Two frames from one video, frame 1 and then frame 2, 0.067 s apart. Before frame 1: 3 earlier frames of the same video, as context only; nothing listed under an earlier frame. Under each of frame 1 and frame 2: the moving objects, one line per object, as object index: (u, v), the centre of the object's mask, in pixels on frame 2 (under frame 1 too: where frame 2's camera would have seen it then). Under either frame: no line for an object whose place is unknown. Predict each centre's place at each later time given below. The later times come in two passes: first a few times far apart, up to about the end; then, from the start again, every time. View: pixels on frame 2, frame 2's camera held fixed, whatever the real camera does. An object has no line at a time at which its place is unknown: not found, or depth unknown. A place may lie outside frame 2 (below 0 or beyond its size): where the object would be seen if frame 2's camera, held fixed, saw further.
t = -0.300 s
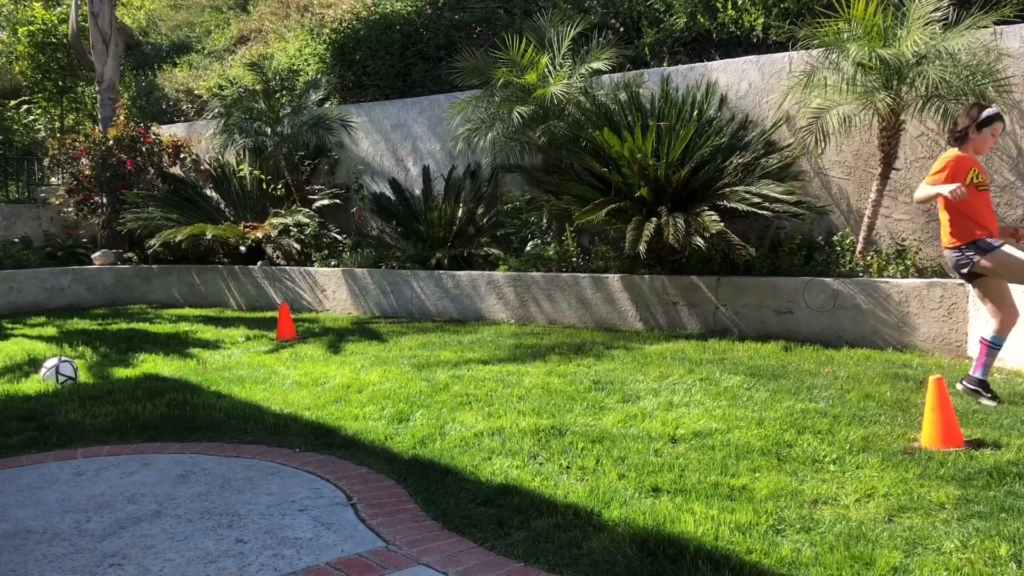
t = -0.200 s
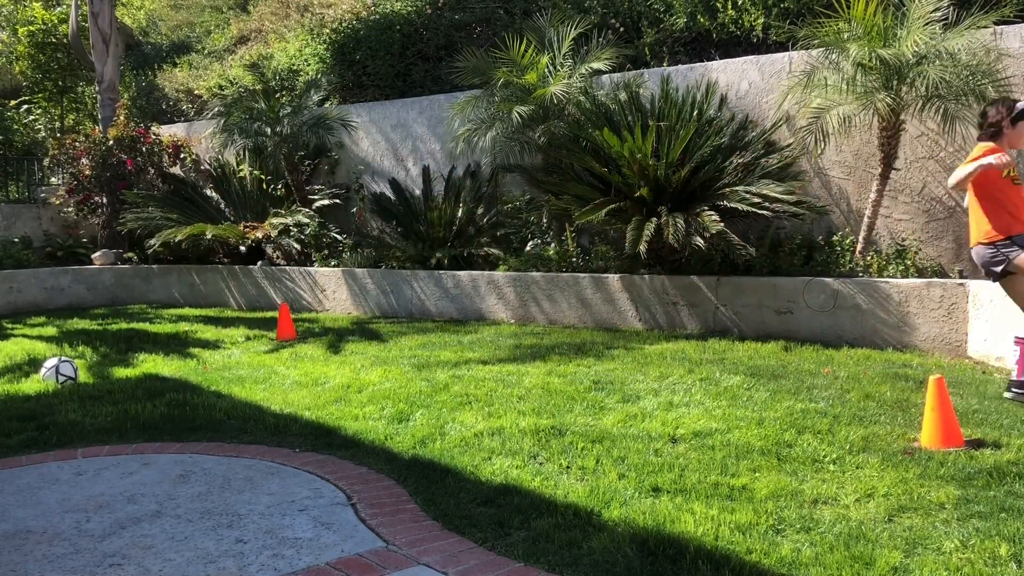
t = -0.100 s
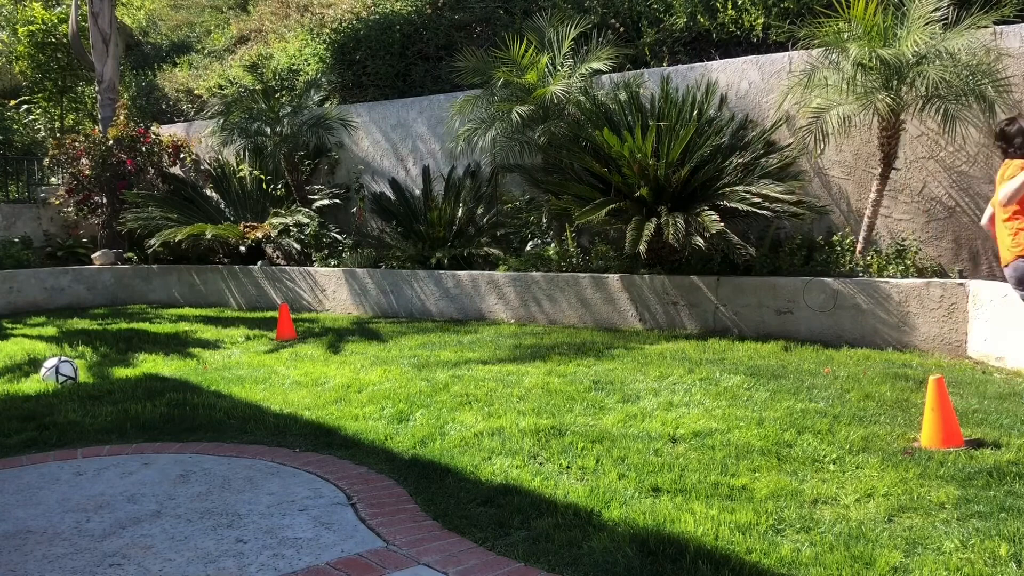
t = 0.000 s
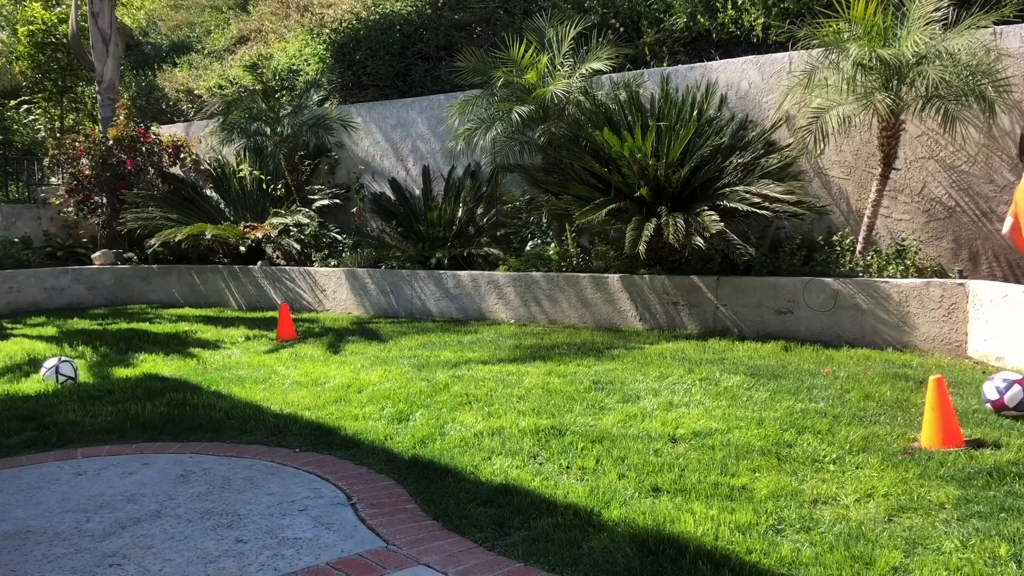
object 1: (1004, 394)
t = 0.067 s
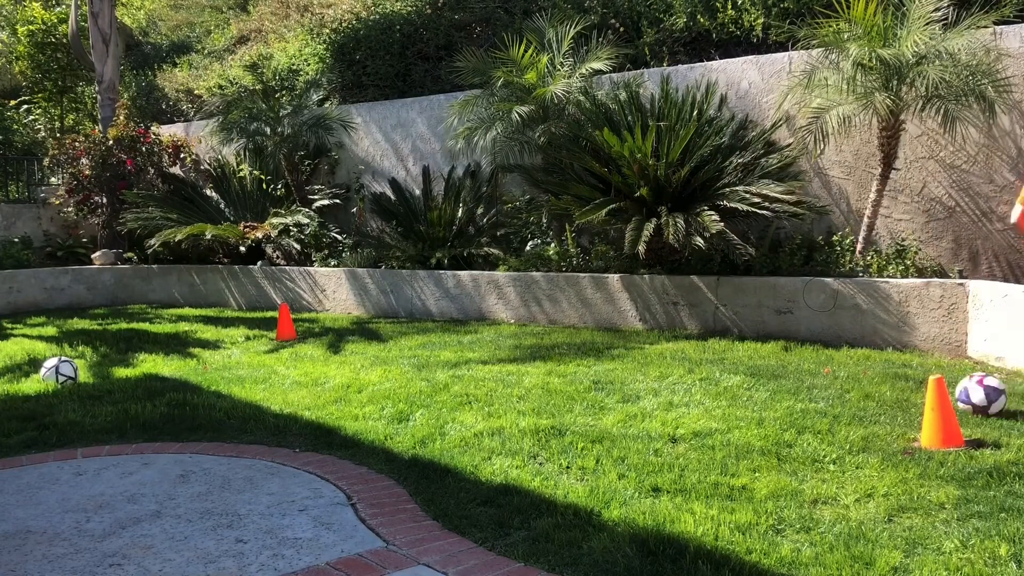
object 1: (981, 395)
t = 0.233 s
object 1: (914, 391)
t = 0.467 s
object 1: (855, 387)
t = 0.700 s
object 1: (804, 385)
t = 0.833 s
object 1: (782, 384)
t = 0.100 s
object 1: (970, 393)
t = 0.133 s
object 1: (963, 391)
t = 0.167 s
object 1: (950, 388)
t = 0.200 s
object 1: (928, 388)
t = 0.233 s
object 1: (914, 391)
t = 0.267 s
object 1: (908, 392)
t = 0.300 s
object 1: (900, 393)
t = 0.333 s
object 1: (890, 394)
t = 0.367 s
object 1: (880, 392)
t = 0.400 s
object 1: (871, 390)
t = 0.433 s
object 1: (863, 388)
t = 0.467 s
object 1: (855, 387)
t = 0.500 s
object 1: (847, 387)
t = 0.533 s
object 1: (838, 387)
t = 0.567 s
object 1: (831, 388)
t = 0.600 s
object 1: (824, 387)
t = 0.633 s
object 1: (817, 387)
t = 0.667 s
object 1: (811, 386)
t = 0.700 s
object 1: (804, 385)
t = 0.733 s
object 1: (798, 384)
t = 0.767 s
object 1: (793, 384)
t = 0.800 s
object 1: (787, 384)
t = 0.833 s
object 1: (782, 384)
